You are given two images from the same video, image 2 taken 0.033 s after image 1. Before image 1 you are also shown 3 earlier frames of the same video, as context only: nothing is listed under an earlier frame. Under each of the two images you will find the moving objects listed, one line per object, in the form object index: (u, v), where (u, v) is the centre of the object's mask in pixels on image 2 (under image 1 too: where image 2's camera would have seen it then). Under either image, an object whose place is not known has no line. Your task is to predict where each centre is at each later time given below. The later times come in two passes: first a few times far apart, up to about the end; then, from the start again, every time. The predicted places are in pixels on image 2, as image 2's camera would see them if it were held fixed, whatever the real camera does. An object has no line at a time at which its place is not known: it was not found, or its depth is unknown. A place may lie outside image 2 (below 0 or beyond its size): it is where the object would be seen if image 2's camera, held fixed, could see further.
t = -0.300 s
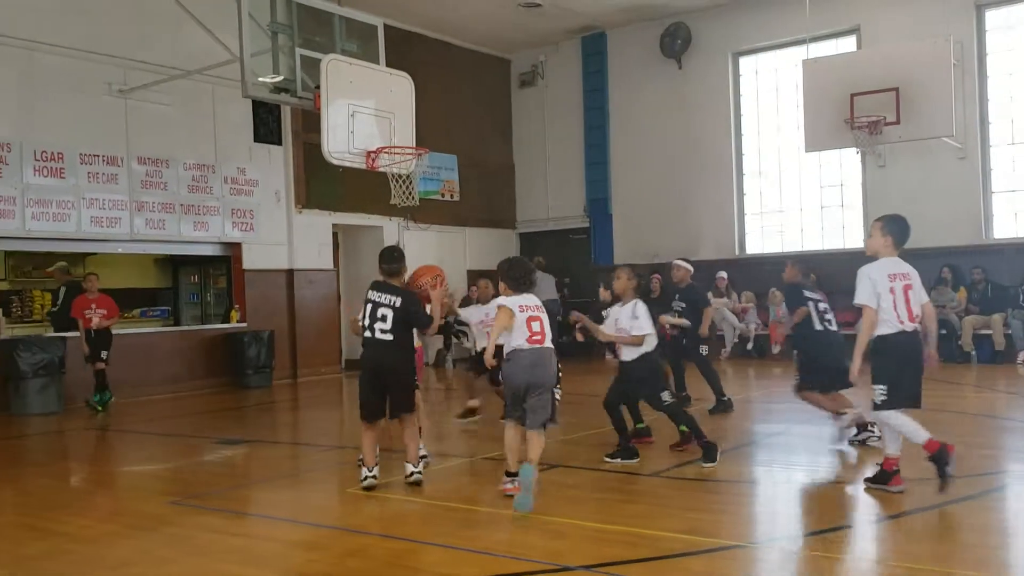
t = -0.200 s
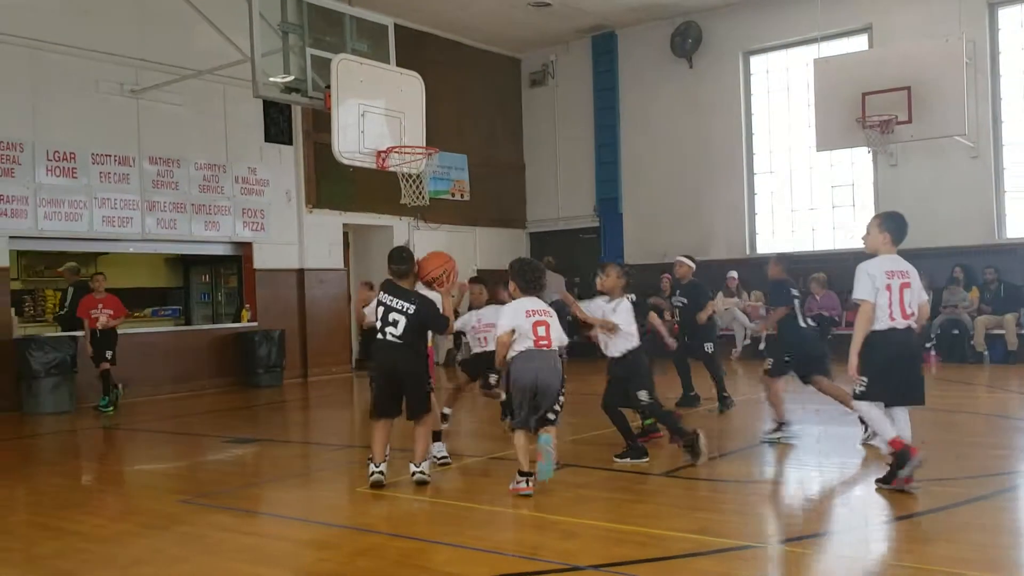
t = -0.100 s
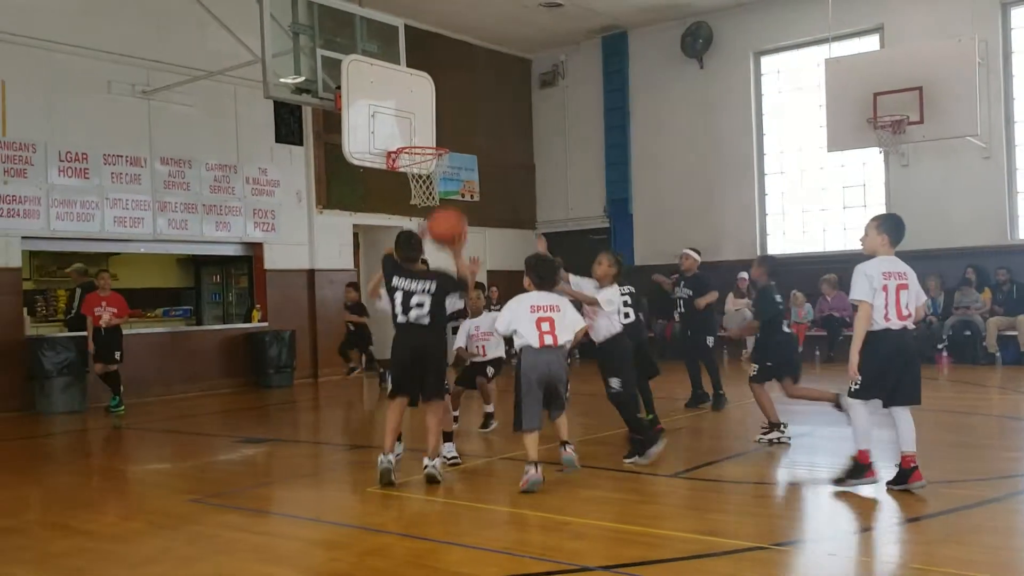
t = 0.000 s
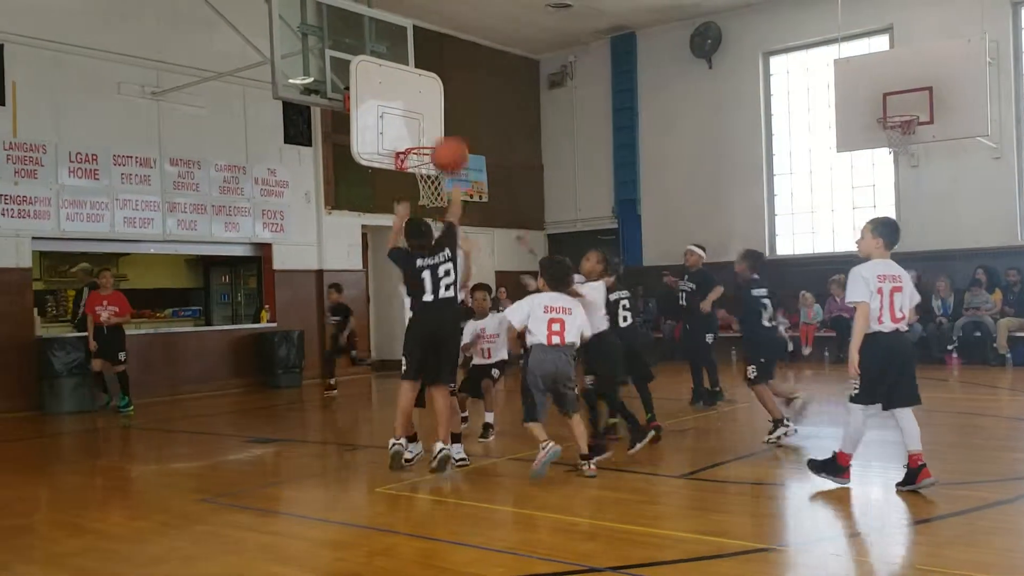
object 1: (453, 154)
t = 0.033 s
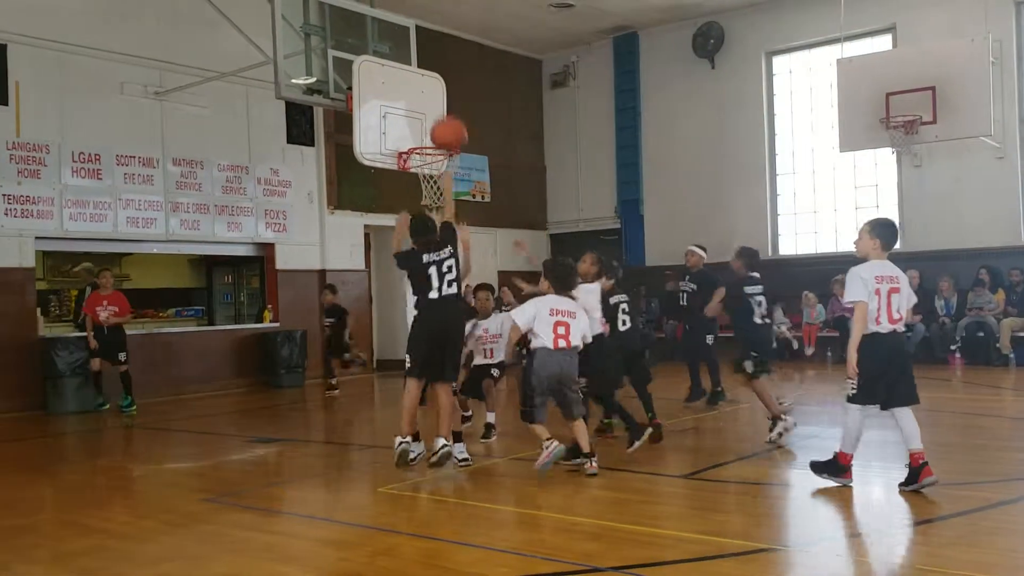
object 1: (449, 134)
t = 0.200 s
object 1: (435, 66)
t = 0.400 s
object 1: (423, 48)
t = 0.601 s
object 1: (414, 78)
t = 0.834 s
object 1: (401, 128)
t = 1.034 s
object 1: (384, 112)
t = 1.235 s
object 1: (391, 132)
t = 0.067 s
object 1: (446, 116)
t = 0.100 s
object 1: (442, 100)
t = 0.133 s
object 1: (440, 86)
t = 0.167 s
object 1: (437, 75)
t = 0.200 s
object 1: (435, 66)
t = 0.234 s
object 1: (432, 58)
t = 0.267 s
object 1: (429, 53)
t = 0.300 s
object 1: (427, 50)
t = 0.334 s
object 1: (426, 49)
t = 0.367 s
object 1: (424, 48)
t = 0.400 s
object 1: (423, 48)
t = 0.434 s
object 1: (421, 49)
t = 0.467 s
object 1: (419, 52)
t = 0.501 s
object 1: (418, 57)
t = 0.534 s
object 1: (417, 62)
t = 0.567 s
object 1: (415, 69)
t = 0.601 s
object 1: (414, 78)
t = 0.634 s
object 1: (413, 87)
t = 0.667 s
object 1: (412, 97)
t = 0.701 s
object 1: (411, 108)
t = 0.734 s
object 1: (410, 120)
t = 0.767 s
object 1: (410, 133)
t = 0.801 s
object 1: (406, 134)
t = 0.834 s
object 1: (401, 128)
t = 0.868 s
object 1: (396, 123)
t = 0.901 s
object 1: (390, 120)
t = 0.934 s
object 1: (386, 118)
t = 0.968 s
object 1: (382, 116)
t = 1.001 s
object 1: (383, 114)
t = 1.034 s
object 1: (384, 112)
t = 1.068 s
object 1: (385, 113)
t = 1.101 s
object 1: (386, 114)
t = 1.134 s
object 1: (387, 116)
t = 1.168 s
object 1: (389, 120)
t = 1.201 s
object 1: (390, 125)
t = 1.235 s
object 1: (391, 132)
